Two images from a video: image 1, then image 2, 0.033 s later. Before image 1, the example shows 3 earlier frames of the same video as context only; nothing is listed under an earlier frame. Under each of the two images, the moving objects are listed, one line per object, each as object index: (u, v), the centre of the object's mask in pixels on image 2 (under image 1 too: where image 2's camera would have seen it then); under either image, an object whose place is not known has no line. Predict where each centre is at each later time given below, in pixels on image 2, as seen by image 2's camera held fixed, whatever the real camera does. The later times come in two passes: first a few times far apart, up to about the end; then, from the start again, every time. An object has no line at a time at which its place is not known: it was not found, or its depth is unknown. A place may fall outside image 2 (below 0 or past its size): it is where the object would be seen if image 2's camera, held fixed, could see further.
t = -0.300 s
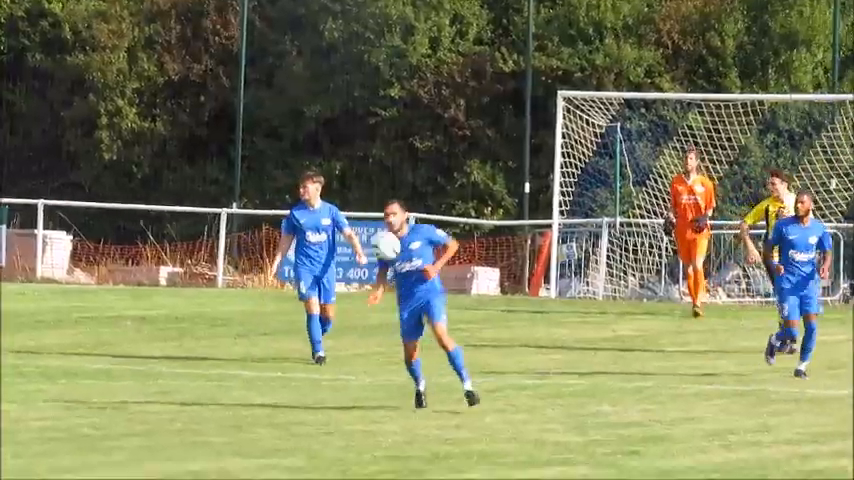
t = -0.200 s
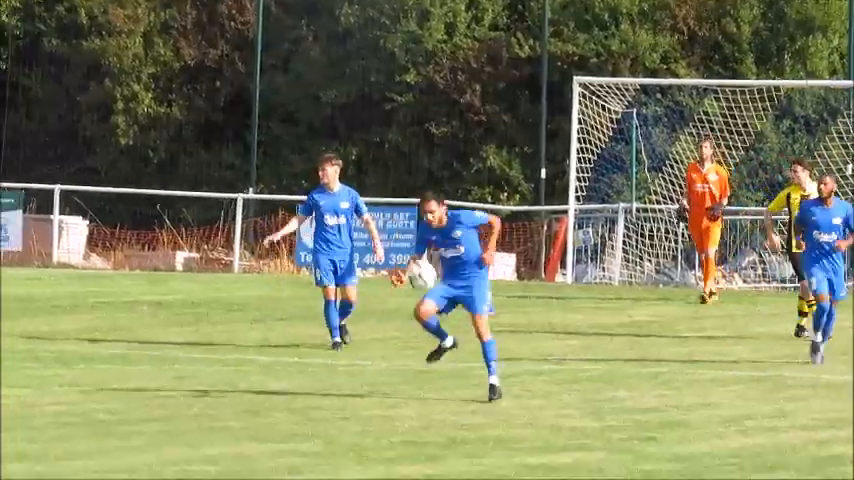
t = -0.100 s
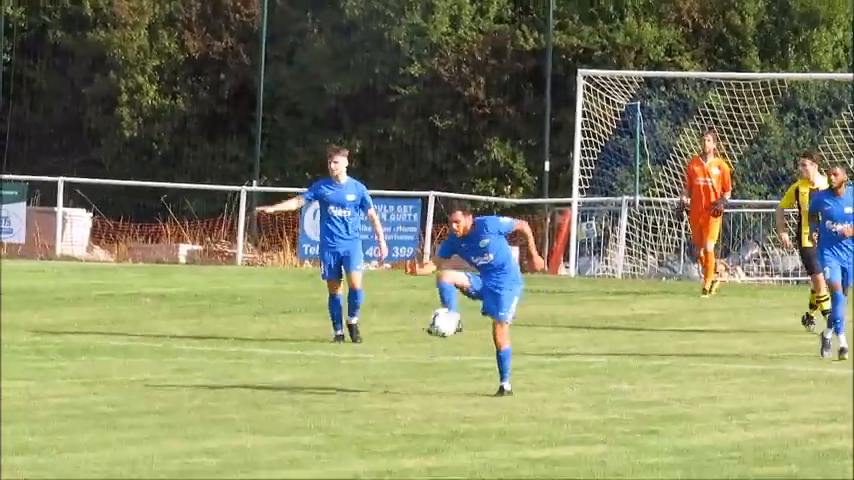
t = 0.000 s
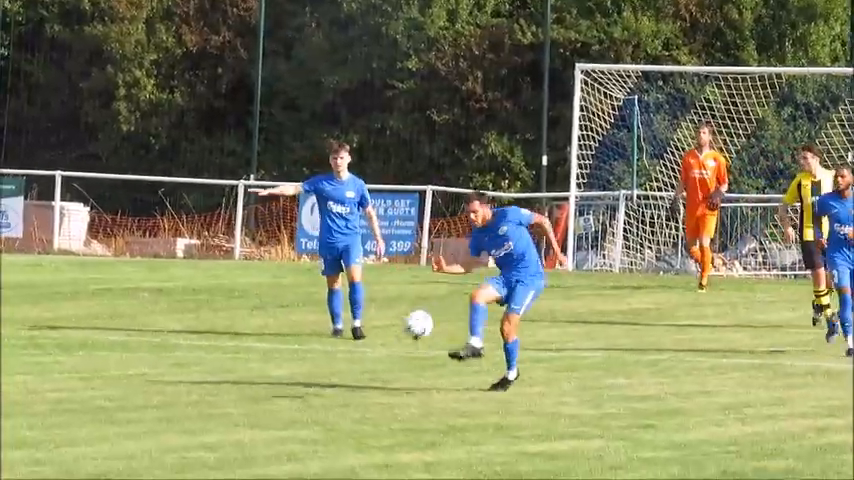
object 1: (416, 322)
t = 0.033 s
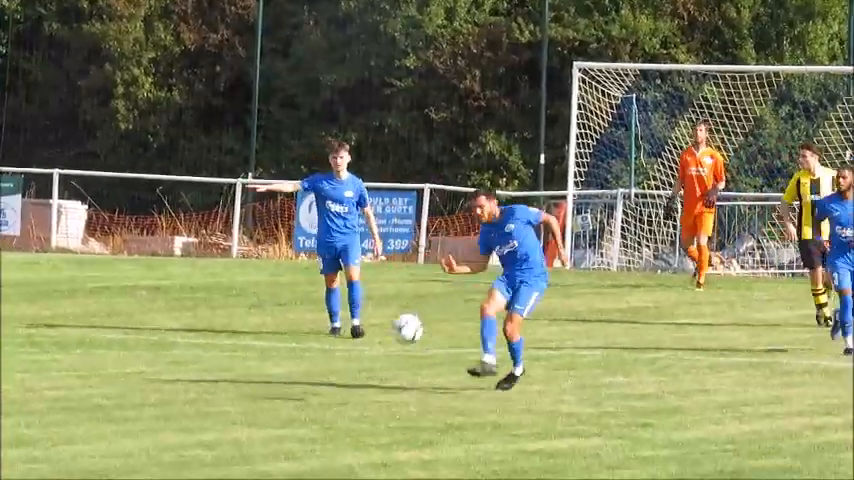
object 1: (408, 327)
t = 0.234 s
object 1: (357, 407)
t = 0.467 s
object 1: (321, 367)
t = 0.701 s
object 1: (285, 395)
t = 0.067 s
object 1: (399, 336)
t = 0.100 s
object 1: (391, 347)
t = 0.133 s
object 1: (383, 358)
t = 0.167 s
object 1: (374, 373)
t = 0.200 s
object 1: (366, 388)
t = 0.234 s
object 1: (357, 407)
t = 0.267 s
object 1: (350, 412)
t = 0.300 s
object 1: (345, 400)
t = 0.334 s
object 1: (339, 390)
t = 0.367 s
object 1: (335, 382)
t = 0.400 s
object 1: (331, 374)
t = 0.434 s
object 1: (326, 371)
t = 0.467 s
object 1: (321, 367)
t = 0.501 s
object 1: (316, 366)
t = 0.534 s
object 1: (312, 366)
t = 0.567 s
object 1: (306, 367)
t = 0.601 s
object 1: (300, 371)
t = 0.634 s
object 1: (294, 378)
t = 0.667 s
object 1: (290, 385)
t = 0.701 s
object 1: (285, 395)
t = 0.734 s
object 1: (278, 407)
